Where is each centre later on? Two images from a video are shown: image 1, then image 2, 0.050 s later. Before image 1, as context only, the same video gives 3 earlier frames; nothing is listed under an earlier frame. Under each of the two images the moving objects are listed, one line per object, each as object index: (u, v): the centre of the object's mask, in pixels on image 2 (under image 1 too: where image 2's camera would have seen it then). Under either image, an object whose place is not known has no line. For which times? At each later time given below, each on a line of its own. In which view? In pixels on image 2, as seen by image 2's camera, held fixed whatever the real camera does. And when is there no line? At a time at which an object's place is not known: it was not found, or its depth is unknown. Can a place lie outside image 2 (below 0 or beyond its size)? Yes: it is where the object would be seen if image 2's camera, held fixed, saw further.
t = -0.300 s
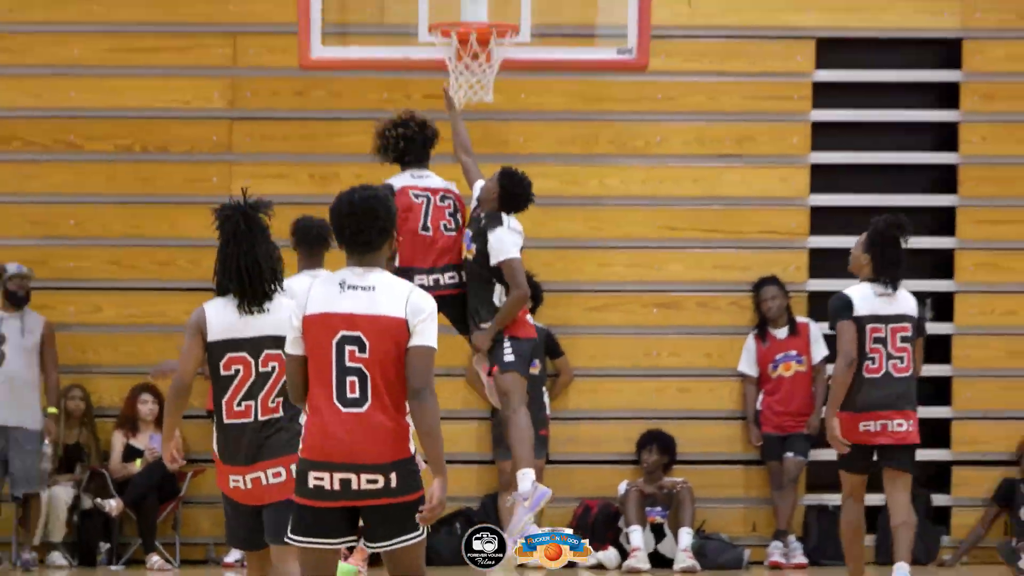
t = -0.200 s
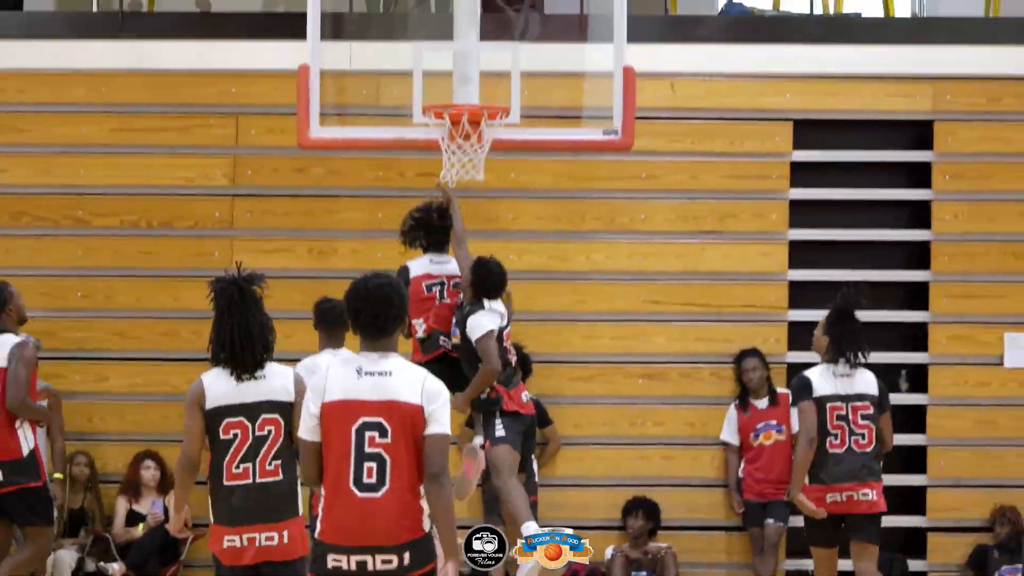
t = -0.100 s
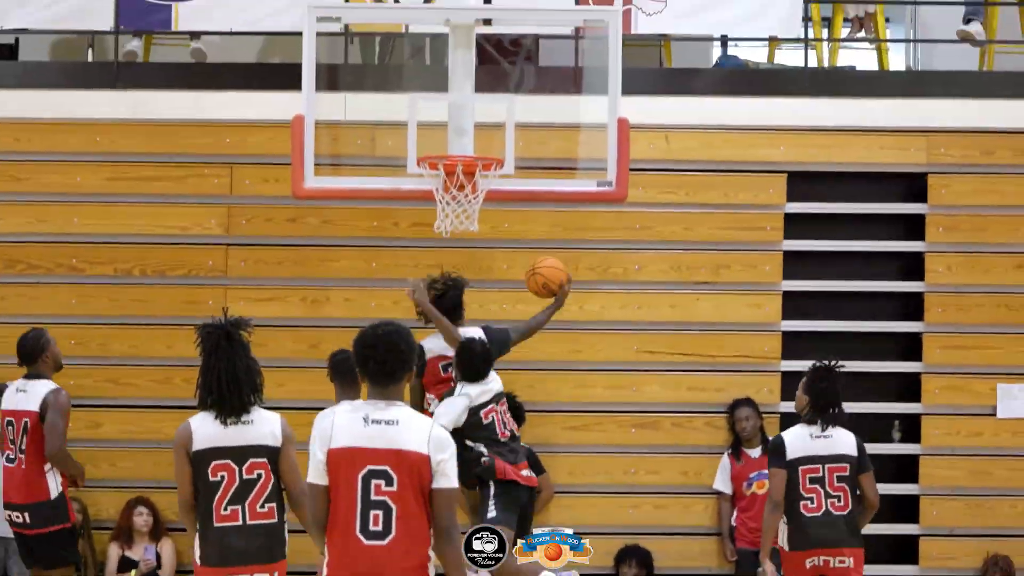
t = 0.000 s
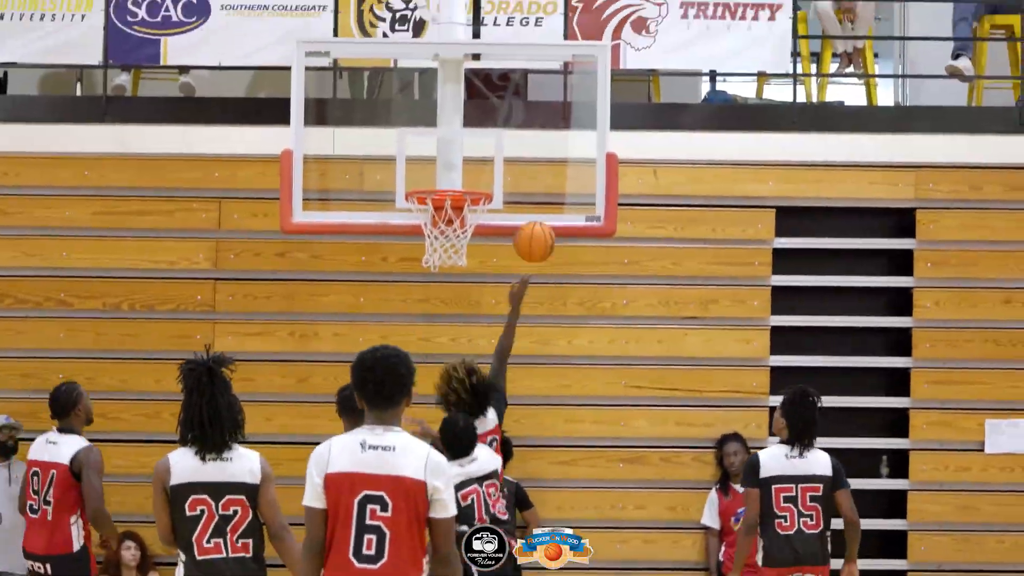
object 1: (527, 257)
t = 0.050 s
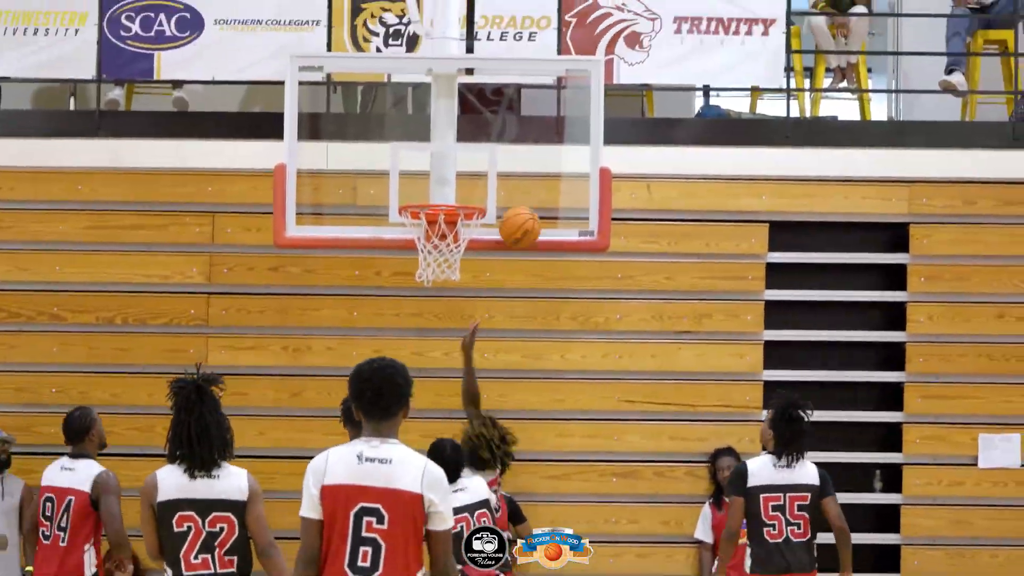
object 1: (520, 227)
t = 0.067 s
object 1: (517, 219)
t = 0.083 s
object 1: (514, 211)
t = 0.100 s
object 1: (512, 203)
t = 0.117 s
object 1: (508, 198)
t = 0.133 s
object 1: (506, 193)
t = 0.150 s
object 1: (503, 190)
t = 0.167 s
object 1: (500, 186)
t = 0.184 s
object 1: (497, 183)
